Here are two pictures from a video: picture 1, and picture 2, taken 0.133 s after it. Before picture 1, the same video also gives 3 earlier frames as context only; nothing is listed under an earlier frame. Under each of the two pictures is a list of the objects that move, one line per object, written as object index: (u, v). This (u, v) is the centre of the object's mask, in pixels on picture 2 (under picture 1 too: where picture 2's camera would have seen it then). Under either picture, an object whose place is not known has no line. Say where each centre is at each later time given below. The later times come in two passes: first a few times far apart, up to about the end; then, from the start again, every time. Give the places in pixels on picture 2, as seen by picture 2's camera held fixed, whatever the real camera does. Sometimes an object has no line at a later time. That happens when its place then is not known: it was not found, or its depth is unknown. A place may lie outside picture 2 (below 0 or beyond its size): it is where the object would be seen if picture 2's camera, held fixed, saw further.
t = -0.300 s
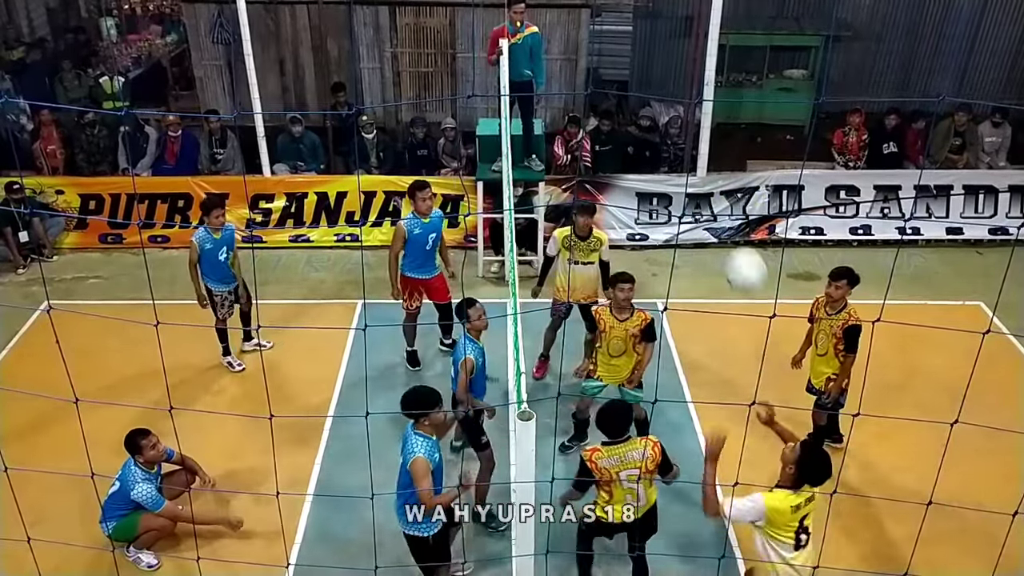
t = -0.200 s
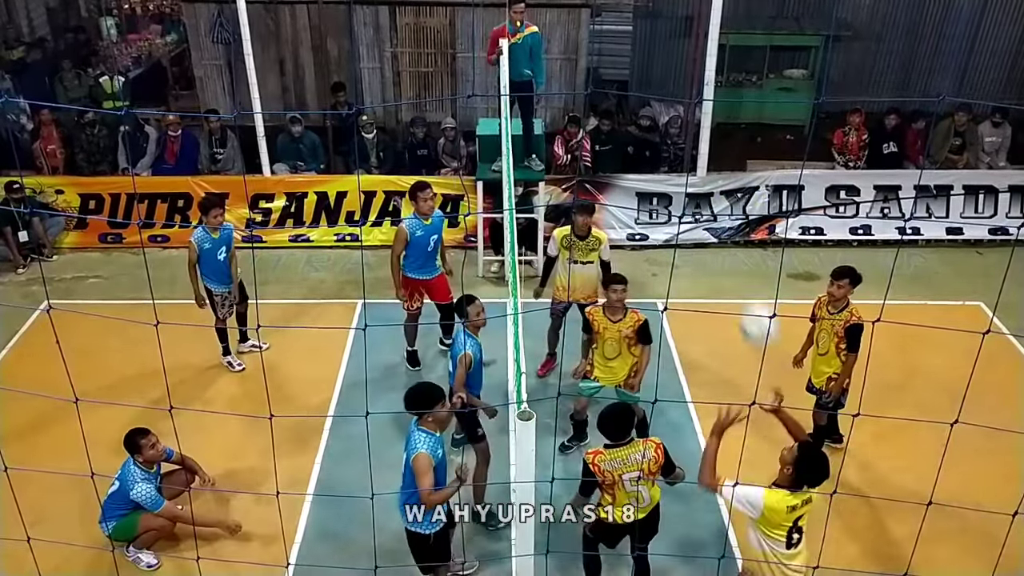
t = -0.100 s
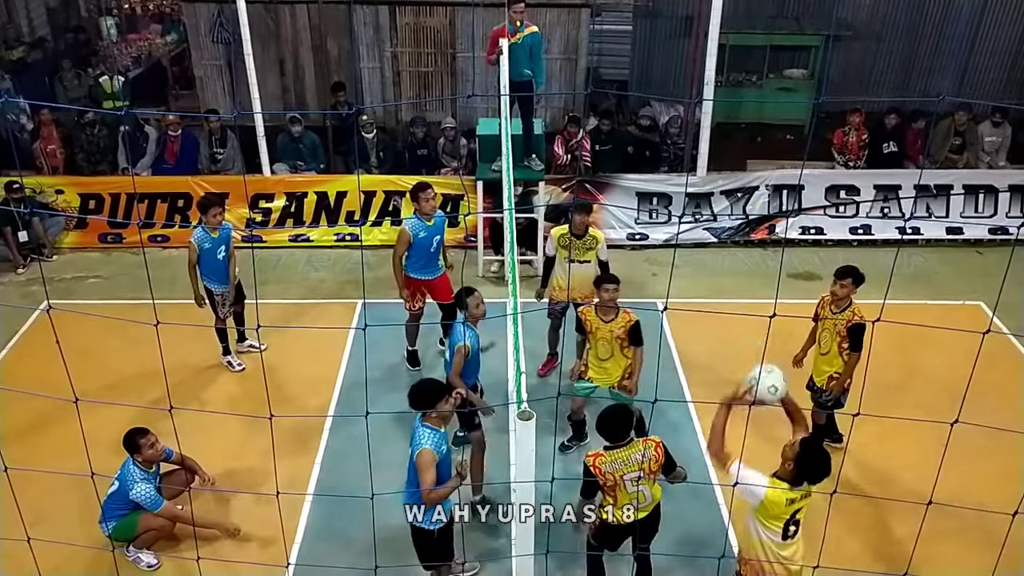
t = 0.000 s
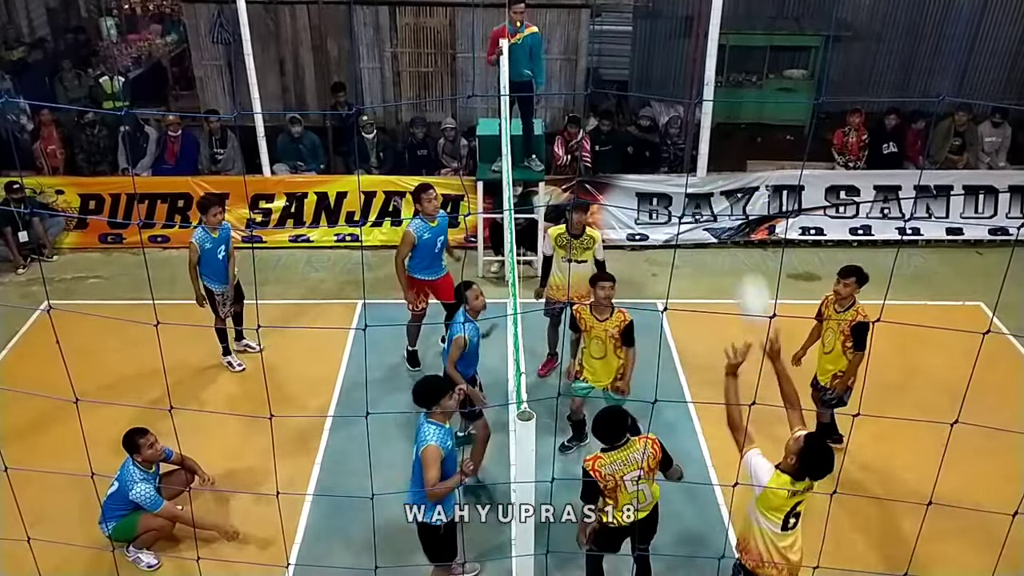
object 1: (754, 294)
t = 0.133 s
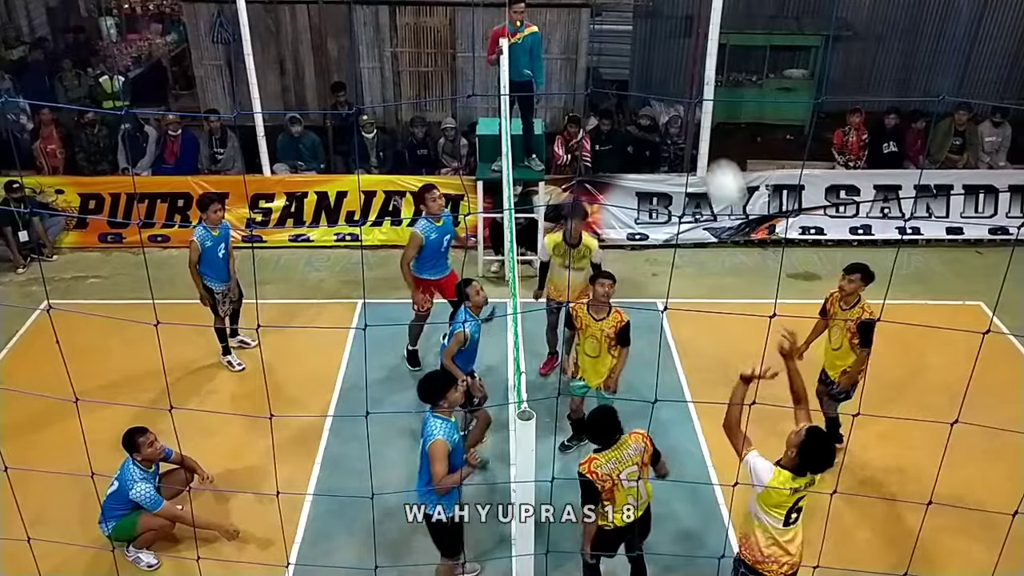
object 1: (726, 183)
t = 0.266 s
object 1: (698, 106)
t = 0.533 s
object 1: (647, 53)
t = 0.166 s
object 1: (720, 159)
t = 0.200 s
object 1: (713, 142)
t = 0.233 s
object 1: (705, 123)
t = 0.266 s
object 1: (698, 106)
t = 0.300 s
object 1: (688, 93)
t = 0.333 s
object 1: (684, 80)
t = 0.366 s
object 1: (678, 71)
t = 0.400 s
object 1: (672, 64)
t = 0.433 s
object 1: (665, 58)
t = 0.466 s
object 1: (659, 55)
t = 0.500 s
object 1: (653, 53)
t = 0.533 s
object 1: (647, 53)
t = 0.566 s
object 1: (641, 55)
